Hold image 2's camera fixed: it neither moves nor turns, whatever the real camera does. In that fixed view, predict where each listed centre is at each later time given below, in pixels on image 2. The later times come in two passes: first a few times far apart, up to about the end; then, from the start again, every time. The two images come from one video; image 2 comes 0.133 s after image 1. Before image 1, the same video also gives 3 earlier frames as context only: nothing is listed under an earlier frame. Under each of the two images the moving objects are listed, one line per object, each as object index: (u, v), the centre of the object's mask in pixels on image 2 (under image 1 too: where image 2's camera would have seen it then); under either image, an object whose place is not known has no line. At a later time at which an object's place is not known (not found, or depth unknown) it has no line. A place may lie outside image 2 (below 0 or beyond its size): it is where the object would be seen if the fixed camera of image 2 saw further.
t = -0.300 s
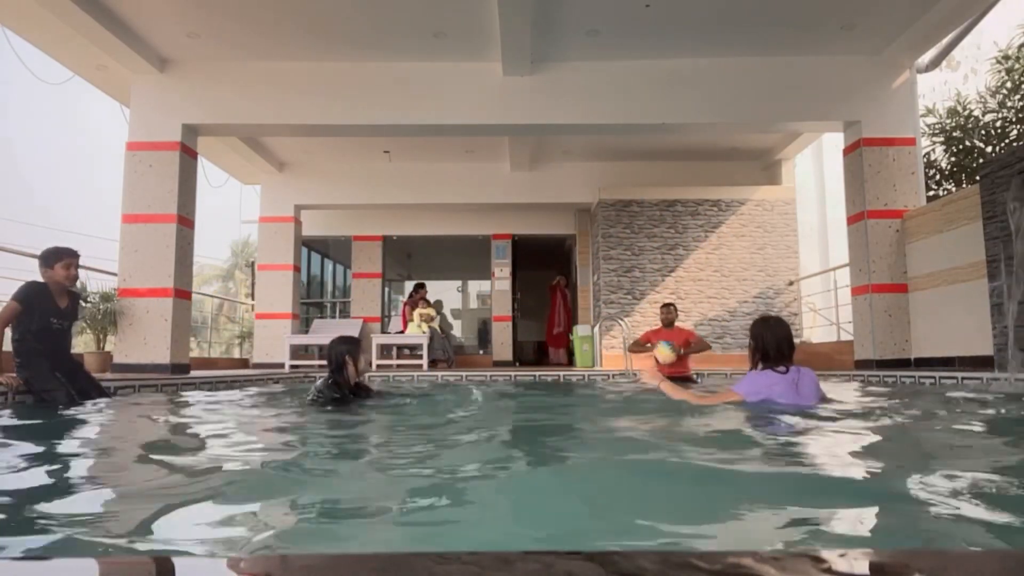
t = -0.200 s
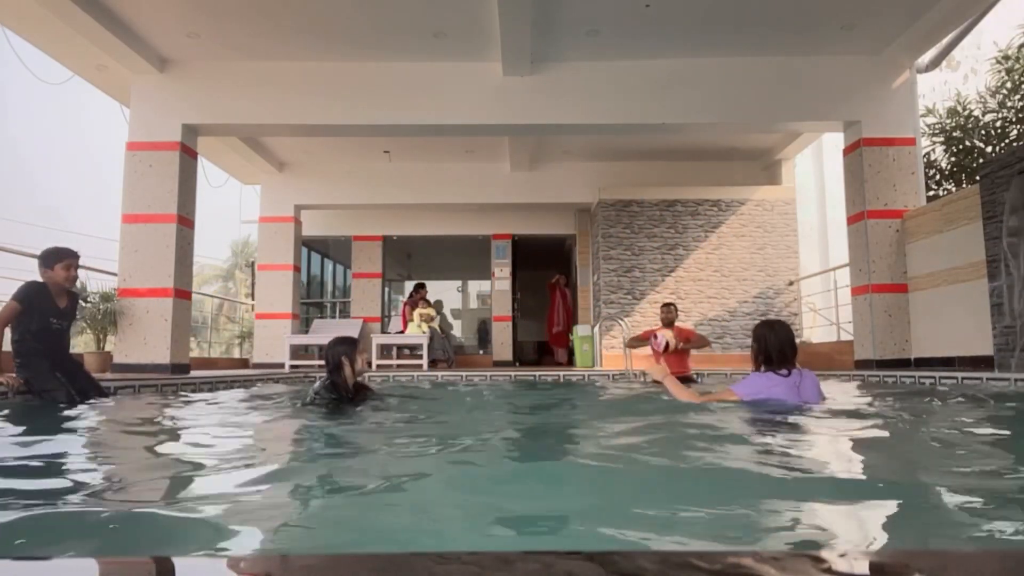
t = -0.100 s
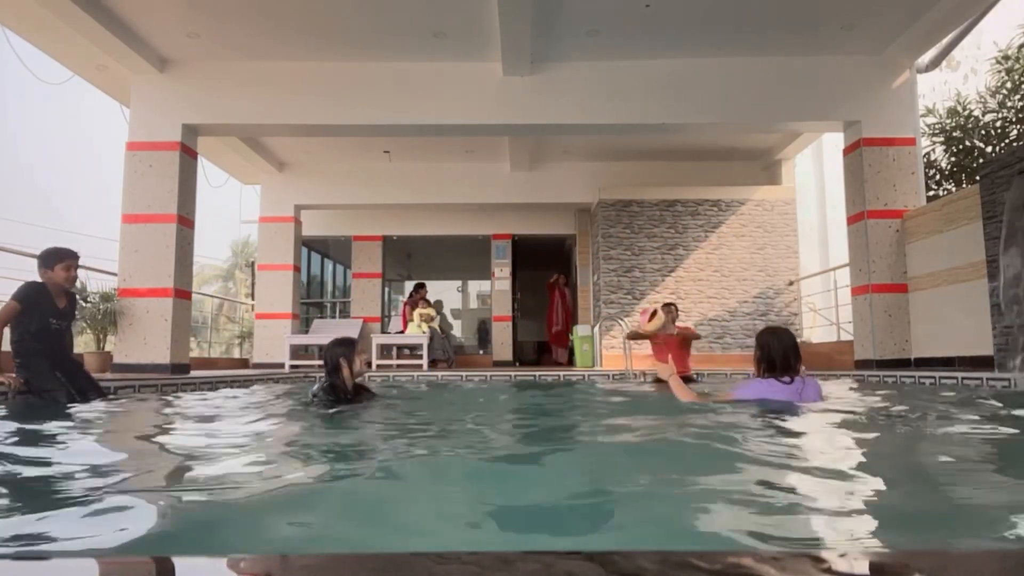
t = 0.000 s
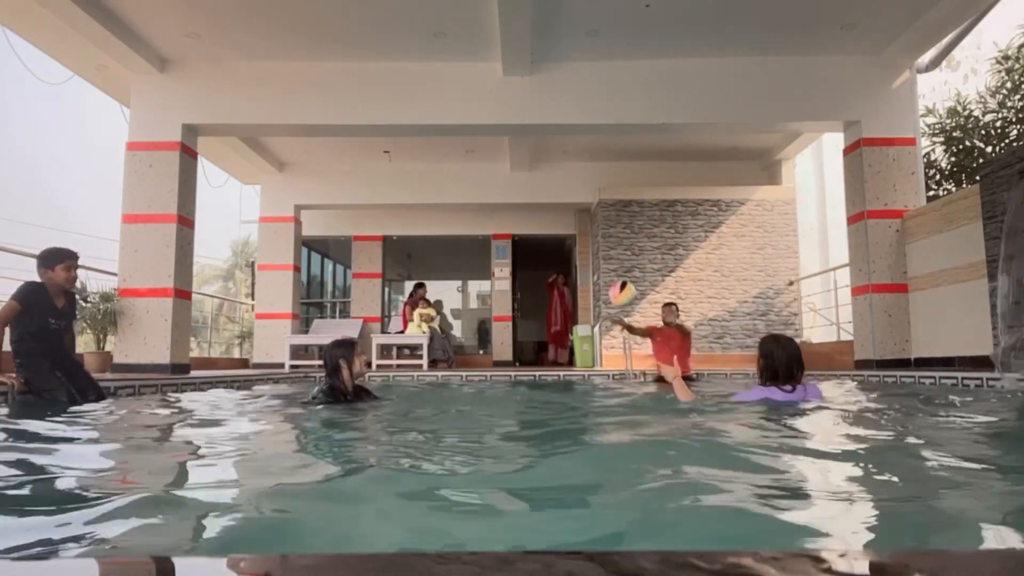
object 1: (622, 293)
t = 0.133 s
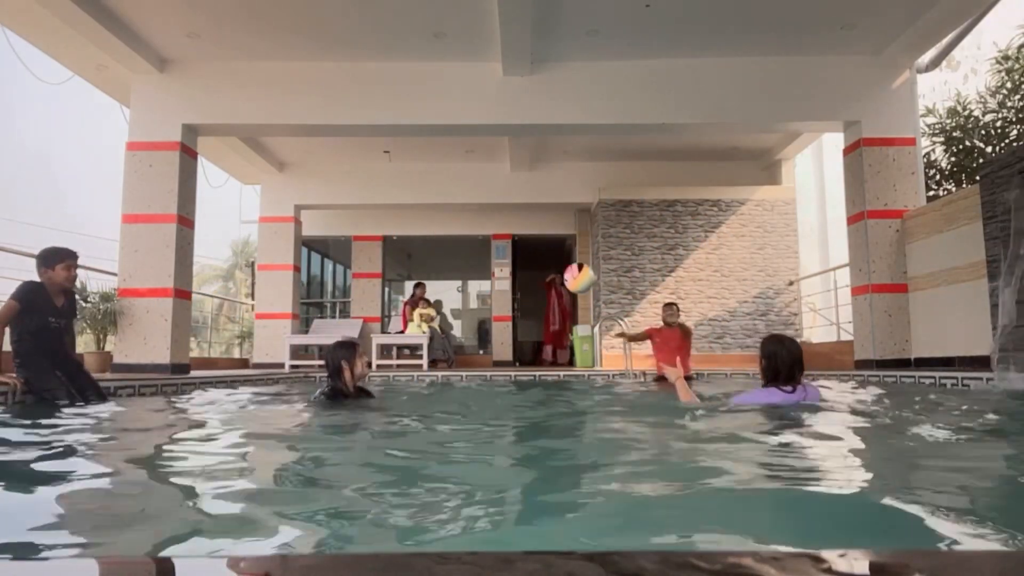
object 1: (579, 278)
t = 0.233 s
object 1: (545, 280)
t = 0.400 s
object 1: (489, 308)
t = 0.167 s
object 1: (567, 278)
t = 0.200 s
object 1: (556, 278)
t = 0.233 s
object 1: (545, 280)
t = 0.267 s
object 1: (534, 282)
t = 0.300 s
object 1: (524, 287)
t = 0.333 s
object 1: (513, 292)
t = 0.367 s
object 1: (501, 299)
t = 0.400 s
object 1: (489, 308)
